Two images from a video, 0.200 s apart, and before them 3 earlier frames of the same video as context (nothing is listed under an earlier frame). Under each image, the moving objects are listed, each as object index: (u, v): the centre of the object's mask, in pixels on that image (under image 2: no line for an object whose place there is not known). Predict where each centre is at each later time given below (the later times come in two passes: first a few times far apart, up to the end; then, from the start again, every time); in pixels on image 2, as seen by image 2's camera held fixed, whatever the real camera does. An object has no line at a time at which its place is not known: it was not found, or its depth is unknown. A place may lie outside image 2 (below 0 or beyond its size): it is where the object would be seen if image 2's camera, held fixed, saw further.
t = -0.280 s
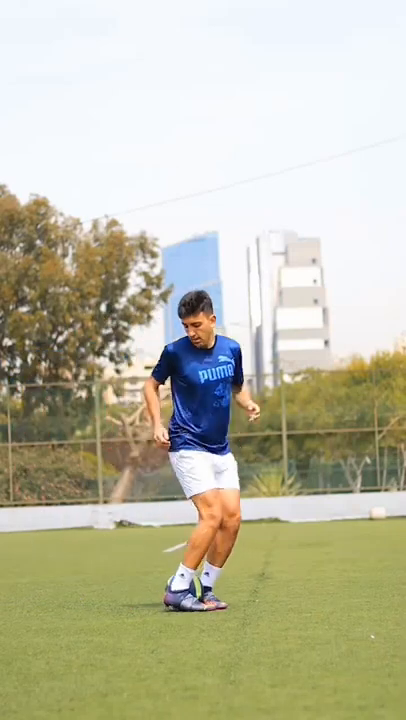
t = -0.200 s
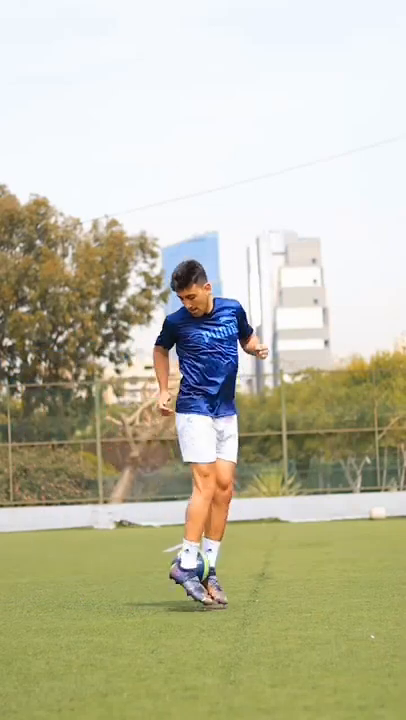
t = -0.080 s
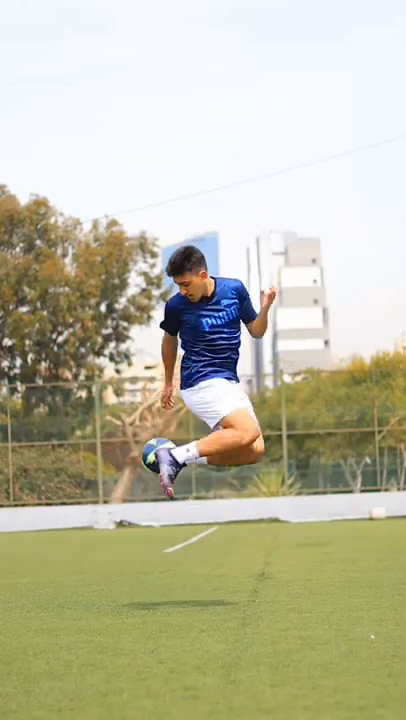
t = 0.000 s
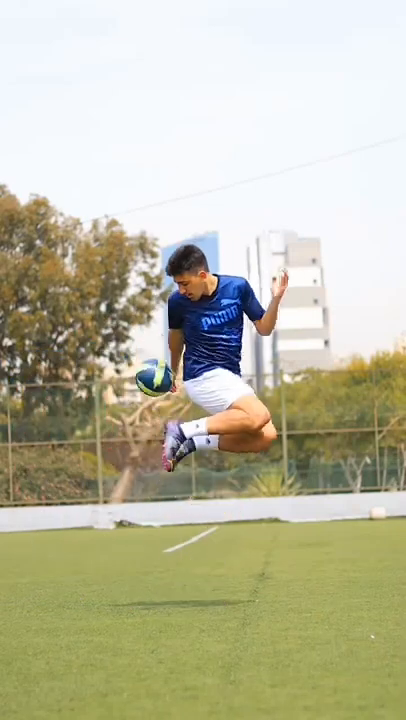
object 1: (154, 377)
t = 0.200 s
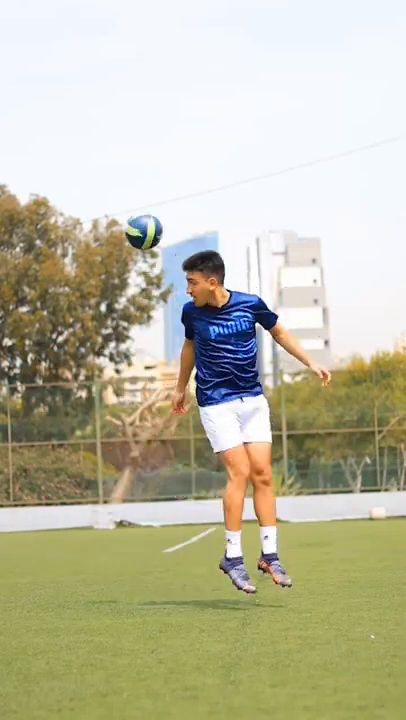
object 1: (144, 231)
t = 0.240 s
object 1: (142, 210)
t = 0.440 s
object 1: (135, 149)
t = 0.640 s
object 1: (131, 156)
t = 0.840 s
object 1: (132, 230)
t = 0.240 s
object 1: (142, 210)
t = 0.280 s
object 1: (140, 193)
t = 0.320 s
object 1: (138, 177)
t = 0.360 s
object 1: (138, 165)
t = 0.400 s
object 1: (136, 156)
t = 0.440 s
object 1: (135, 149)
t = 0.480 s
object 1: (134, 145)
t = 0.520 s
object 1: (133, 143)
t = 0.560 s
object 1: (132, 145)
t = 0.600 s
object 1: (132, 149)
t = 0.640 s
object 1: (131, 156)
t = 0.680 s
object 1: (131, 165)
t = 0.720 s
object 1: (131, 177)
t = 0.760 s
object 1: (131, 193)
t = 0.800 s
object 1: (131, 210)
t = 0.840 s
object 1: (132, 230)
